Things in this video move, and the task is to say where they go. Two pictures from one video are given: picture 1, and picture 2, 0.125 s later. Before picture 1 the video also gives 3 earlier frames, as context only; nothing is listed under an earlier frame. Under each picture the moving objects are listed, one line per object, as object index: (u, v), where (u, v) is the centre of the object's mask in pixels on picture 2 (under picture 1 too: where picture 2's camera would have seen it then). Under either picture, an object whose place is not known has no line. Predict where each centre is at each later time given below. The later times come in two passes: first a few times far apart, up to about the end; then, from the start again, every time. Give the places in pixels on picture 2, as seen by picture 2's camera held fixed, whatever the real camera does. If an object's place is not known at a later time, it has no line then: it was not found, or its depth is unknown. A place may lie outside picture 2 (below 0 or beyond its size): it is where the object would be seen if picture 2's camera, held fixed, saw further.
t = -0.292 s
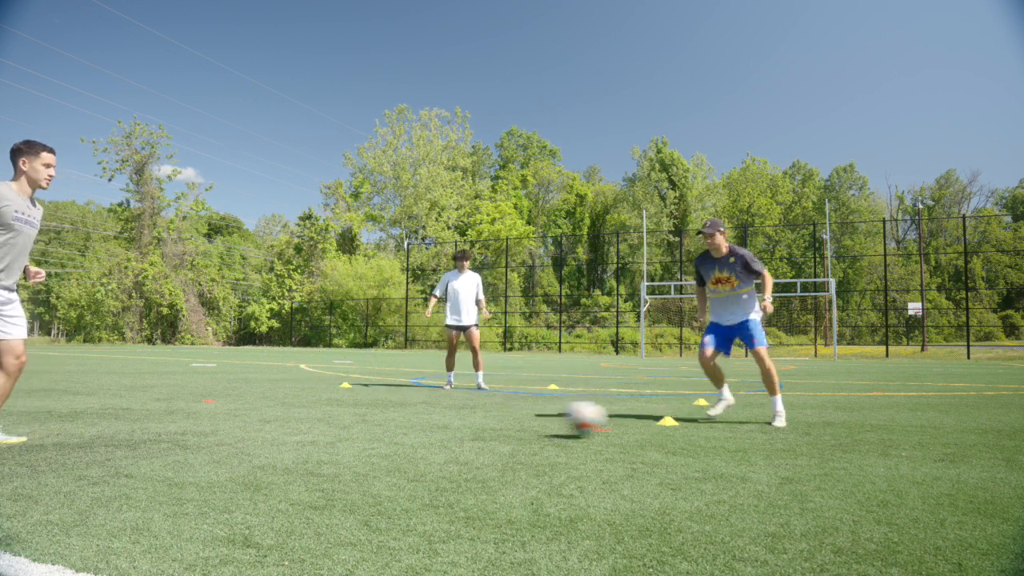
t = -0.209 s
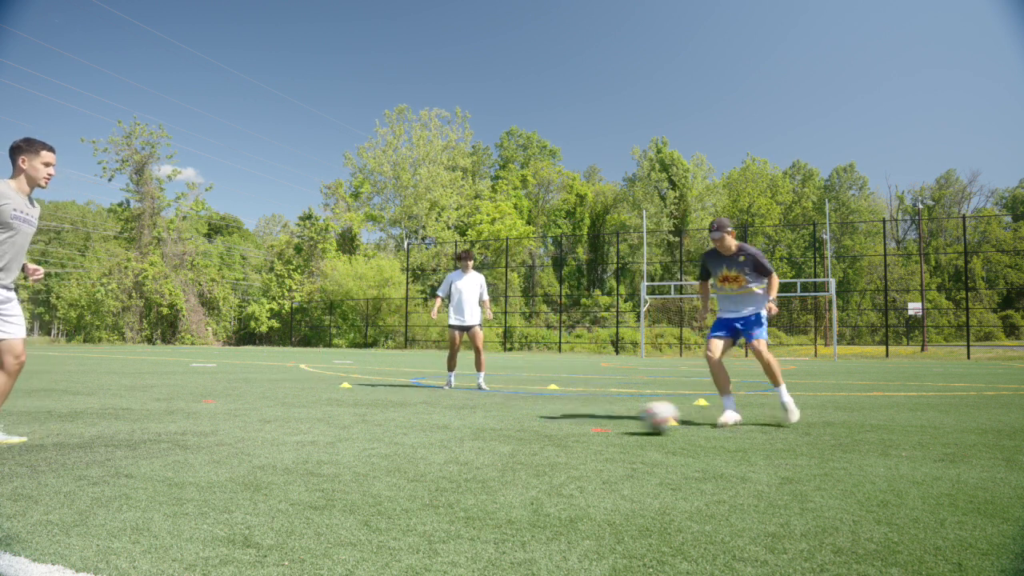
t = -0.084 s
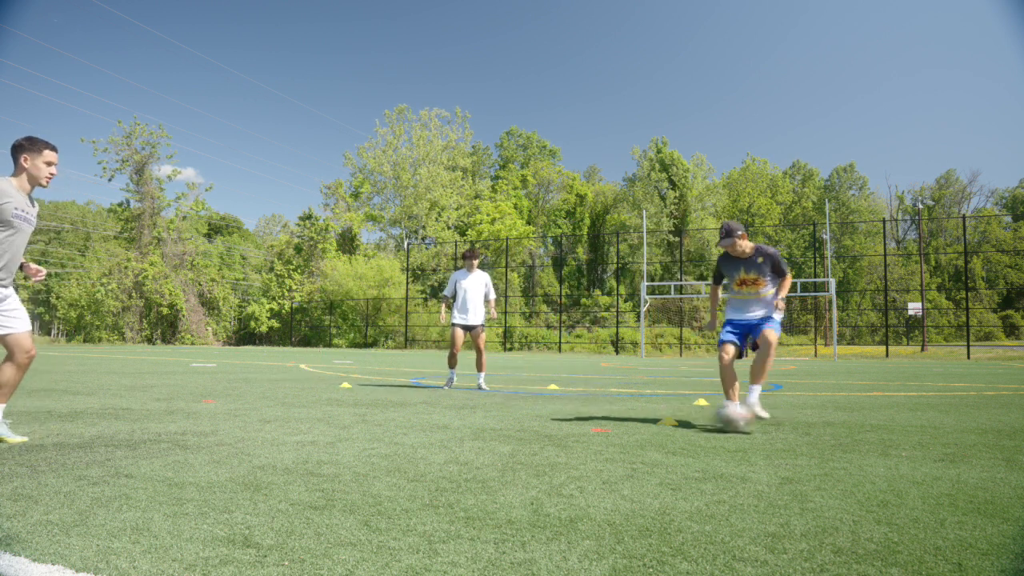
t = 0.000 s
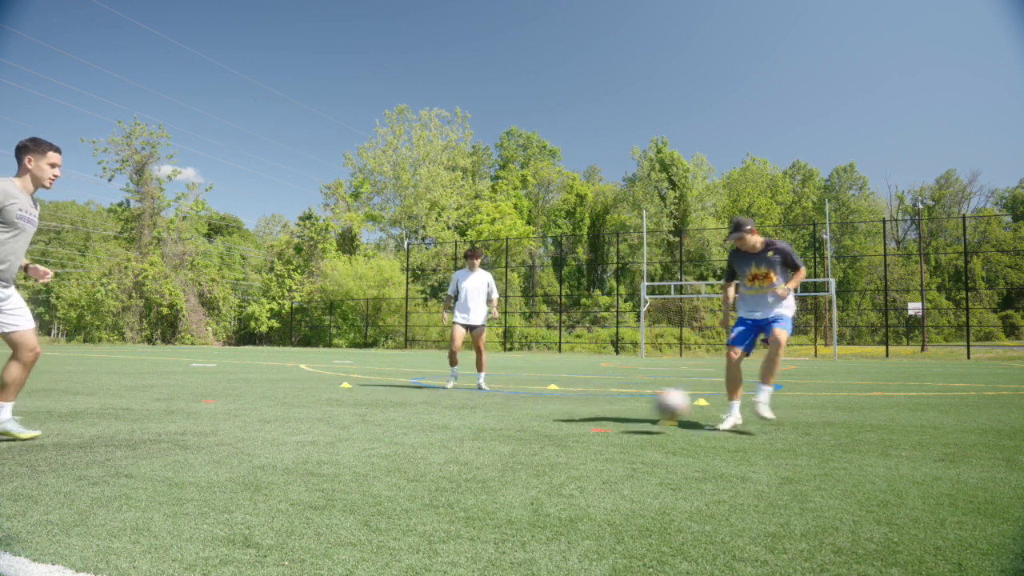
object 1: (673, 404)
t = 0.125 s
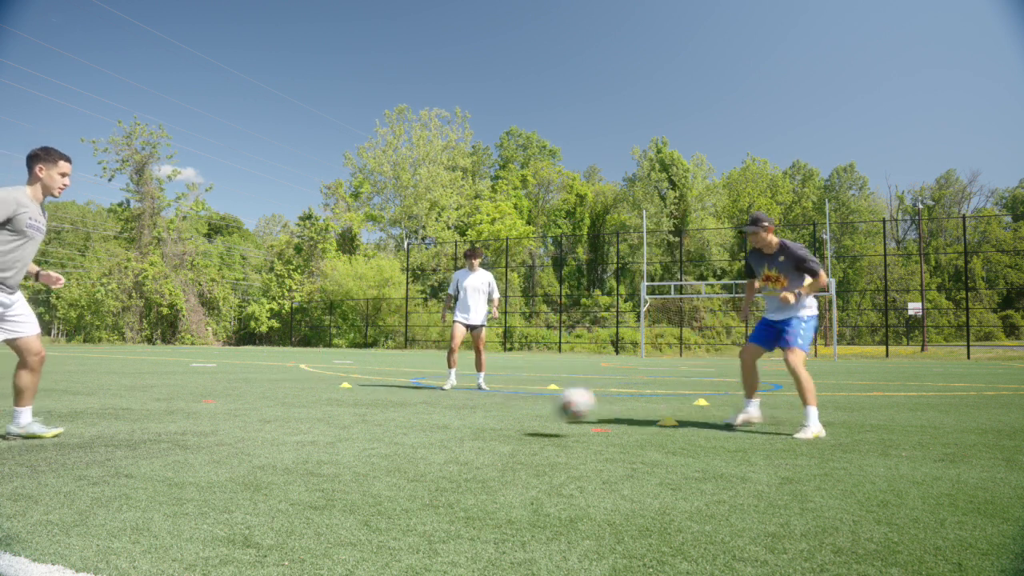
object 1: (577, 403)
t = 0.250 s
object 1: (471, 419)
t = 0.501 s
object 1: (275, 423)
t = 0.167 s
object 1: (541, 408)
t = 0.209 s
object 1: (506, 417)
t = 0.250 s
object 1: (471, 419)
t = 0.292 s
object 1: (440, 412)
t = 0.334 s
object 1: (408, 408)
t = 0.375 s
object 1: (376, 408)
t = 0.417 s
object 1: (343, 409)
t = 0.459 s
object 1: (308, 414)
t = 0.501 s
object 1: (275, 423)
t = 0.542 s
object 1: (242, 420)
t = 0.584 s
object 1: (208, 417)
